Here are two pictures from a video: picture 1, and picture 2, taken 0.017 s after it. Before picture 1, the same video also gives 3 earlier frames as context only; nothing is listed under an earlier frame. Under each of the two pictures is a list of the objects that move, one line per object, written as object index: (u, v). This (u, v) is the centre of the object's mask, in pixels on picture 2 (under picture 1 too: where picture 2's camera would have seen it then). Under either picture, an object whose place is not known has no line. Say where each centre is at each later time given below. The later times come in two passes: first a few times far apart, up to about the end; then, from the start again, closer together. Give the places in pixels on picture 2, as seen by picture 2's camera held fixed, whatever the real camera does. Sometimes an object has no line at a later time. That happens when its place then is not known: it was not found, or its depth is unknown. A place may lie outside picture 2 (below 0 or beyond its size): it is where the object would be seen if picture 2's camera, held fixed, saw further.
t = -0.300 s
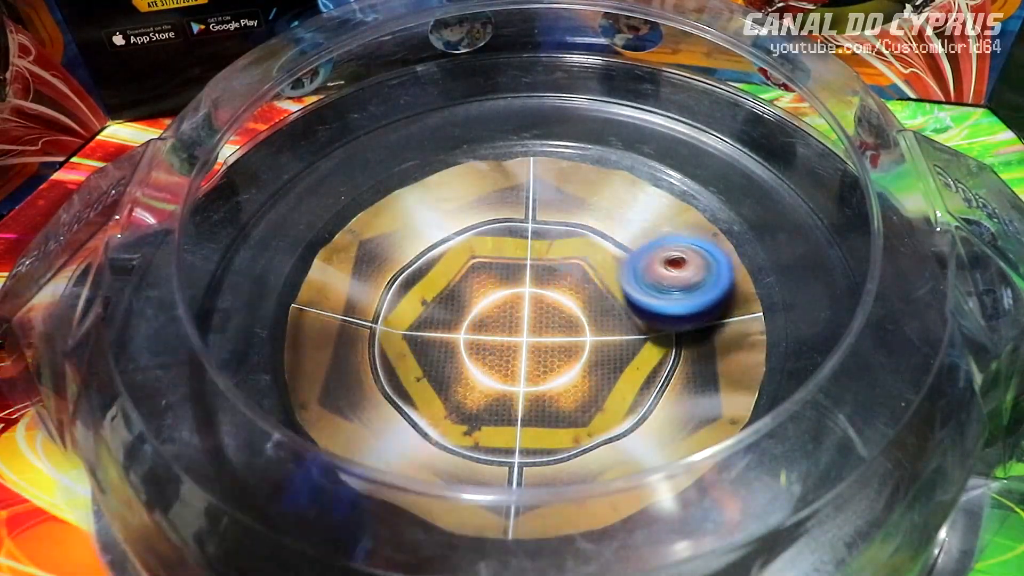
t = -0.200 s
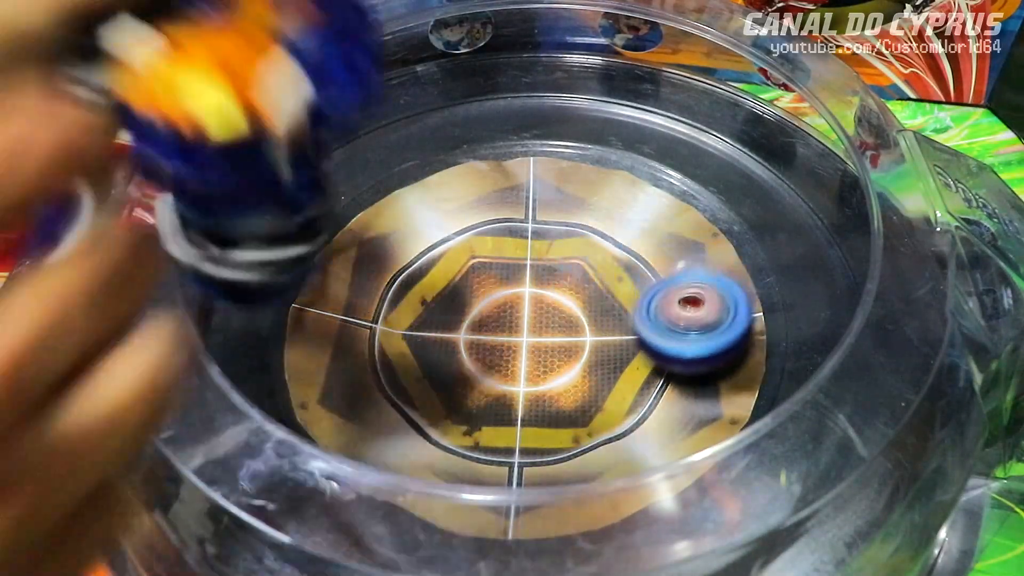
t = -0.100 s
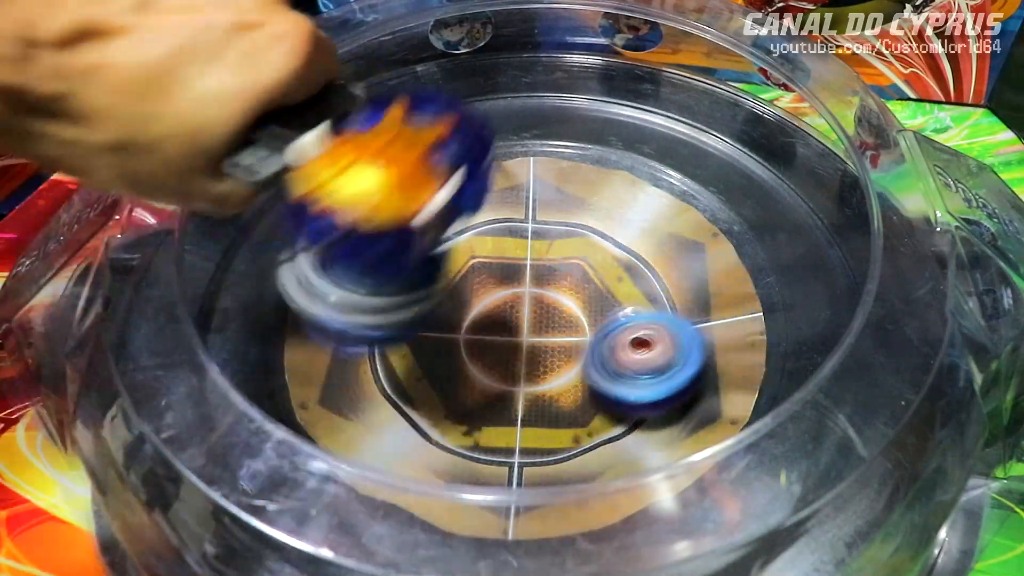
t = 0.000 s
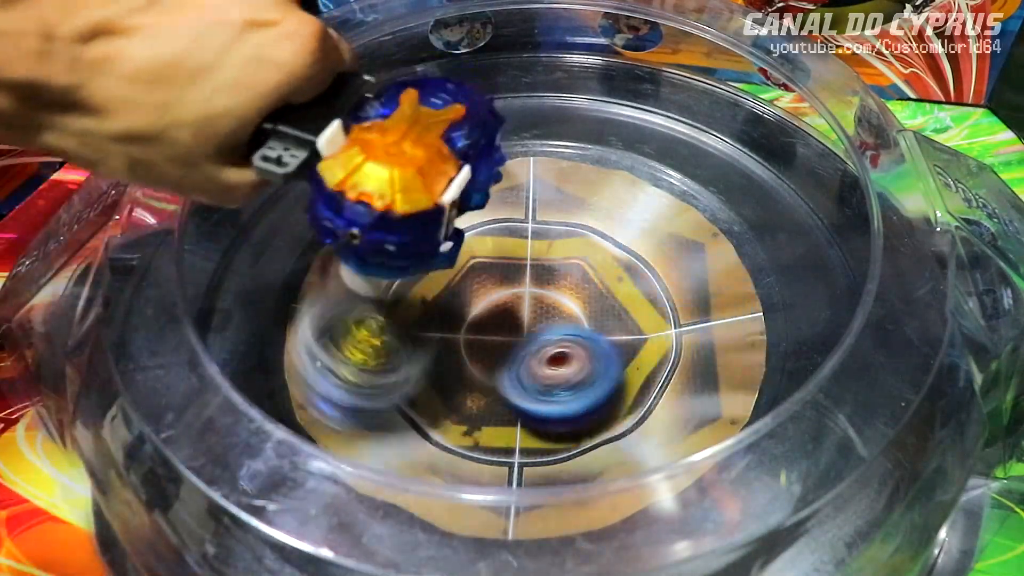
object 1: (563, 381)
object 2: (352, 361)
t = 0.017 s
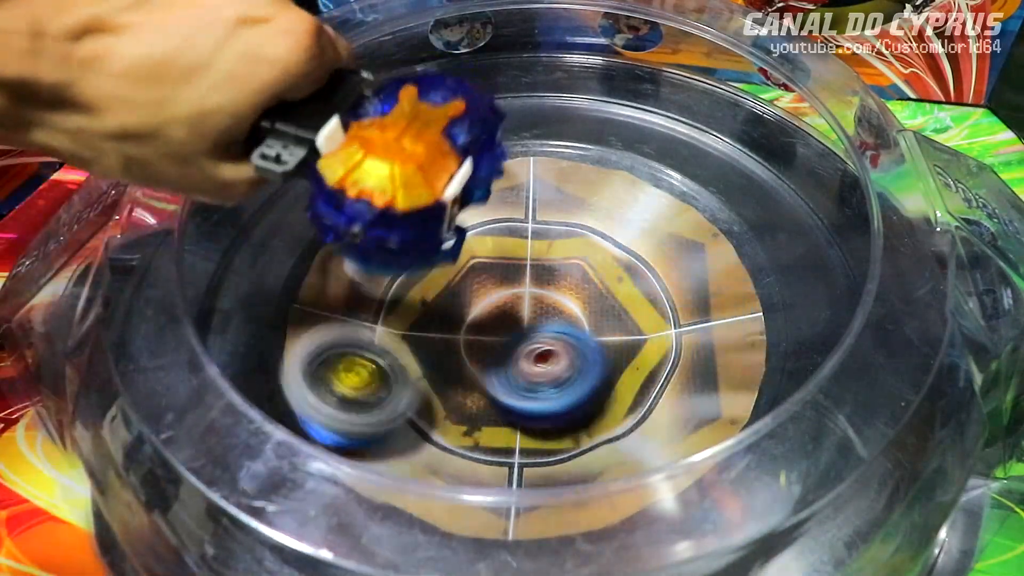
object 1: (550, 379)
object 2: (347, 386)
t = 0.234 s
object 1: (452, 225)
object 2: (383, 420)
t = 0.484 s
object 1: (597, 122)
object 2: (561, 369)
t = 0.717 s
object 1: (757, 165)
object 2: (606, 185)
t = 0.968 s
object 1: (798, 192)
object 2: (554, 220)
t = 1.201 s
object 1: (783, 202)
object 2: (502, 408)
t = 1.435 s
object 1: (715, 239)
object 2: (489, 439)
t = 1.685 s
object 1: (707, 127)
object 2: (173, 453)
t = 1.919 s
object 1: (648, 125)
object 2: (346, 272)
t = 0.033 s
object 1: (533, 372)
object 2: (342, 377)
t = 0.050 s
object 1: (518, 362)
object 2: (335, 370)
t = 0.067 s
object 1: (506, 358)
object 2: (329, 366)
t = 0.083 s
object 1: (493, 348)
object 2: (326, 366)
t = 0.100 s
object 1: (481, 336)
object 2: (323, 371)
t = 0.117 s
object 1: (472, 326)
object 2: (324, 380)
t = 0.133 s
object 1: (466, 313)
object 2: (328, 390)
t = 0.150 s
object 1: (457, 294)
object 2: (335, 404)
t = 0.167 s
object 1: (453, 282)
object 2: (347, 412)
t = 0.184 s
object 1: (451, 271)
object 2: (362, 431)
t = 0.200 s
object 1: (451, 256)
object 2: (371, 435)
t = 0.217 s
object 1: (452, 239)
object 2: (374, 427)
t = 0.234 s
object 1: (452, 225)
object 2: (383, 420)
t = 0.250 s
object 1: (455, 215)
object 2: (392, 413)
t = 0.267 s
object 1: (460, 199)
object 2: (402, 410)
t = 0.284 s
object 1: (464, 189)
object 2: (413, 411)
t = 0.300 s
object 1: (471, 176)
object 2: (427, 415)
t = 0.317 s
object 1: (479, 169)
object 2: (440, 423)
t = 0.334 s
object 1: (487, 159)
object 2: (457, 431)
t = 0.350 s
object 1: (497, 155)
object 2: (472, 442)
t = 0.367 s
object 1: (507, 150)
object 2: (484, 435)
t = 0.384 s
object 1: (518, 142)
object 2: (493, 422)
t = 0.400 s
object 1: (530, 137)
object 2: (505, 407)
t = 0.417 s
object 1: (541, 133)
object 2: (517, 399)
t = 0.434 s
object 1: (554, 128)
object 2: (532, 390)
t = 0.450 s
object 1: (568, 125)
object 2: (543, 387)
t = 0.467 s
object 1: (582, 123)
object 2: (553, 384)
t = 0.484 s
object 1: (597, 122)
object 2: (561, 369)
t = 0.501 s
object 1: (613, 121)
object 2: (573, 353)
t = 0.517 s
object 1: (627, 124)
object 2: (581, 344)
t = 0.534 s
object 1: (644, 127)
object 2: (585, 330)
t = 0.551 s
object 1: (658, 129)
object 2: (590, 317)
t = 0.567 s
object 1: (673, 132)
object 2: (596, 302)
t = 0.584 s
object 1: (685, 136)
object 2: (598, 282)
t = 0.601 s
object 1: (697, 139)
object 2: (601, 266)
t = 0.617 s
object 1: (708, 142)
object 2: (602, 250)
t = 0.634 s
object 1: (719, 145)
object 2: (606, 242)
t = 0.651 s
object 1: (727, 148)
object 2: (607, 234)
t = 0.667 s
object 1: (736, 155)
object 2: (607, 218)
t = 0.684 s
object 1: (743, 158)
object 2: (607, 198)
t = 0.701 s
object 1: (750, 160)
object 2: (607, 192)
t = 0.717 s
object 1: (757, 165)
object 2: (606, 185)
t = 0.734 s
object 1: (763, 169)
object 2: (604, 180)
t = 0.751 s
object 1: (768, 171)
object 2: (600, 170)
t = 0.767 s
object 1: (772, 174)
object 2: (599, 166)
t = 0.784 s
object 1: (775, 177)
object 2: (597, 165)
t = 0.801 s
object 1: (778, 178)
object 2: (594, 161)
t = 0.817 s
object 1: (781, 178)
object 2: (592, 160)
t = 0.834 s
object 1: (784, 181)
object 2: (588, 163)
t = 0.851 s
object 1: (787, 182)
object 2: (584, 163)
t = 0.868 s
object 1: (789, 184)
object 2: (581, 165)
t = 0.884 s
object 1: (791, 185)
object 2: (578, 172)
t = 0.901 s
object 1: (793, 186)
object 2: (572, 176)
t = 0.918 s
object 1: (794, 188)
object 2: (567, 184)
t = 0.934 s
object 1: (796, 189)
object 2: (562, 193)
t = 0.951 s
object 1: (797, 190)
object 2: (557, 202)
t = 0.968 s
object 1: (798, 192)
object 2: (554, 220)
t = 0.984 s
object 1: (799, 194)
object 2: (549, 230)
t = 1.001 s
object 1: (799, 194)
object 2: (545, 243)
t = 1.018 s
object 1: (800, 195)
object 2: (542, 258)
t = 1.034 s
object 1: (800, 196)
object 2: (537, 270)
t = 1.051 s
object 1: (799, 196)
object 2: (533, 286)
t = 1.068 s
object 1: (799, 196)
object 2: (528, 299)
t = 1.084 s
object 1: (799, 197)
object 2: (522, 313)
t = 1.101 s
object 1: (798, 197)
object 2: (519, 328)
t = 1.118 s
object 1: (797, 197)
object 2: (518, 336)
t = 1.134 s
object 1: (796, 197)
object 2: (515, 342)
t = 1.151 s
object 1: (795, 198)
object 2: (509, 356)
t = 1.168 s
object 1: (789, 202)
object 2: (507, 376)
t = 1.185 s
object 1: (786, 203)
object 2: (504, 400)
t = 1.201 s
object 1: (783, 202)
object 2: (502, 408)
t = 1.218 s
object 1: (779, 203)
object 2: (501, 416)
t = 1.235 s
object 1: (776, 204)
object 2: (500, 428)
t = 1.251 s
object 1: (773, 203)
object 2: (497, 435)
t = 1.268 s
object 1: (769, 203)
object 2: (498, 438)
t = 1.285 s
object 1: (766, 203)
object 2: (497, 445)
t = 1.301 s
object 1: (762, 201)
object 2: (496, 447)
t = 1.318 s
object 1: (758, 201)
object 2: (496, 447)
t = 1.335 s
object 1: (755, 202)
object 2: (495, 447)
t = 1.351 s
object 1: (750, 205)
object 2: (494, 447)
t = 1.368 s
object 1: (745, 208)
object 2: (492, 447)
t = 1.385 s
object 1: (739, 213)
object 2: (491, 446)
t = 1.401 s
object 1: (732, 220)
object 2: (491, 445)
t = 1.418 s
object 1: (724, 230)
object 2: (489, 444)
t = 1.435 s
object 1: (715, 239)
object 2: (489, 439)
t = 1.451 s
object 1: (706, 251)
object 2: (488, 436)
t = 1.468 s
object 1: (696, 264)
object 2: (487, 433)
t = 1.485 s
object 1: (683, 275)
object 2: (484, 420)
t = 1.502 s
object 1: (670, 288)
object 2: (484, 411)
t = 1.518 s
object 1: (656, 299)
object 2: (485, 402)
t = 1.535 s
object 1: (642, 310)
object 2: (487, 393)
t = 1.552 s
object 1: (624, 322)
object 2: (491, 382)
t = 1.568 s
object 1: (615, 326)
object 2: (483, 376)
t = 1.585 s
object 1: (634, 294)
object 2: (447, 381)
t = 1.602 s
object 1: (649, 258)
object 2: (396, 386)
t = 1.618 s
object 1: (666, 224)
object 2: (335, 395)
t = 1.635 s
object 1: (680, 198)
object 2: (306, 395)
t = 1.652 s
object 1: (692, 177)
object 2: (242, 433)
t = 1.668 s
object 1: (701, 151)
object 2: (193, 458)
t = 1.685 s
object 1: (707, 127)
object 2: (173, 453)
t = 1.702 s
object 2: (168, 439)
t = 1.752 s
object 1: (722, 88)
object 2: (183, 397)
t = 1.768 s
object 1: (717, 84)
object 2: (188, 390)
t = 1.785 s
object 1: (711, 84)
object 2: (196, 381)
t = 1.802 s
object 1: (704, 89)
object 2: (216, 363)
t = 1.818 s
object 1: (695, 98)
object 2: (231, 347)
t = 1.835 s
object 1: (686, 104)
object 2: (249, 332)
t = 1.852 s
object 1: (679, 106)
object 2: (264, 318)
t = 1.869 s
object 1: (671, 116)
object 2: (283, 308)
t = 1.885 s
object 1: (663, 119)
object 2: (304, 295)
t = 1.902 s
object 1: (656, 121)
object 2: (327, 282)
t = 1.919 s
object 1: (648, 125)
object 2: (346, 272)
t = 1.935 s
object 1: (641, 128)
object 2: (370, 259)
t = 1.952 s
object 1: (634, 134)
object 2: (402, 244)
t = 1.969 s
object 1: (627, 143)
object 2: (423, 236)
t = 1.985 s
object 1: (620, 149)
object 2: (452, 227)
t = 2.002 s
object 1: (614, 157)
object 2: (479, 209)
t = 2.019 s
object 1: (614, 160)
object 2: (507, 200)
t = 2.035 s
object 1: (650, 129)
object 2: (484, 215)
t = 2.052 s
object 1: (691, 85)
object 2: (456, 241)
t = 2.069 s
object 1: (727, 63)
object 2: (430, 269)
